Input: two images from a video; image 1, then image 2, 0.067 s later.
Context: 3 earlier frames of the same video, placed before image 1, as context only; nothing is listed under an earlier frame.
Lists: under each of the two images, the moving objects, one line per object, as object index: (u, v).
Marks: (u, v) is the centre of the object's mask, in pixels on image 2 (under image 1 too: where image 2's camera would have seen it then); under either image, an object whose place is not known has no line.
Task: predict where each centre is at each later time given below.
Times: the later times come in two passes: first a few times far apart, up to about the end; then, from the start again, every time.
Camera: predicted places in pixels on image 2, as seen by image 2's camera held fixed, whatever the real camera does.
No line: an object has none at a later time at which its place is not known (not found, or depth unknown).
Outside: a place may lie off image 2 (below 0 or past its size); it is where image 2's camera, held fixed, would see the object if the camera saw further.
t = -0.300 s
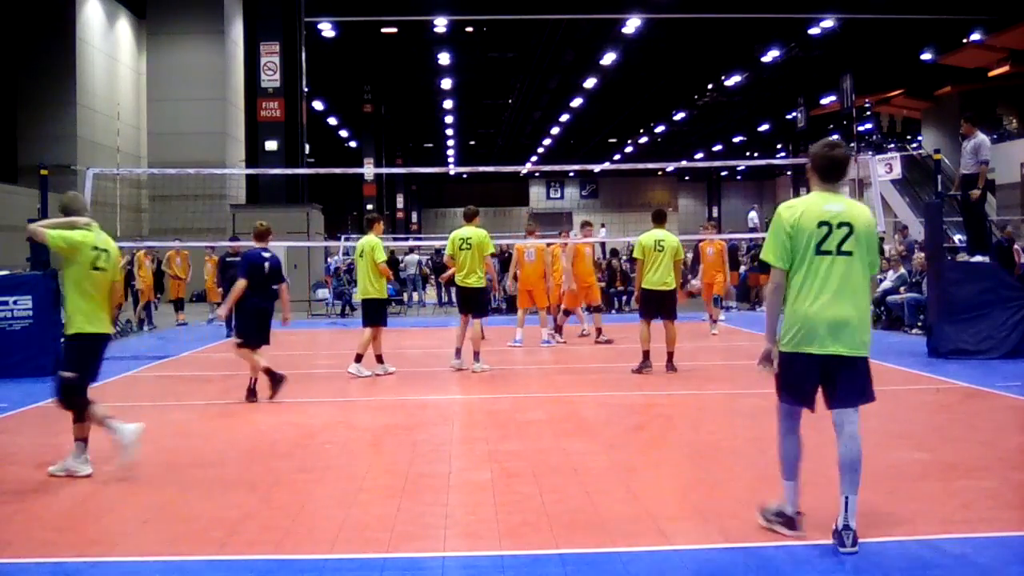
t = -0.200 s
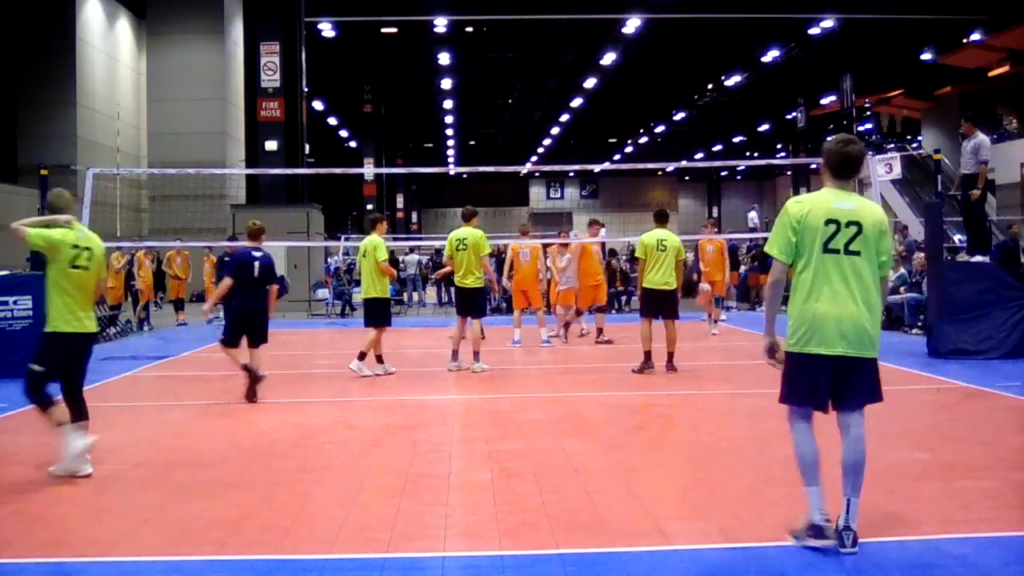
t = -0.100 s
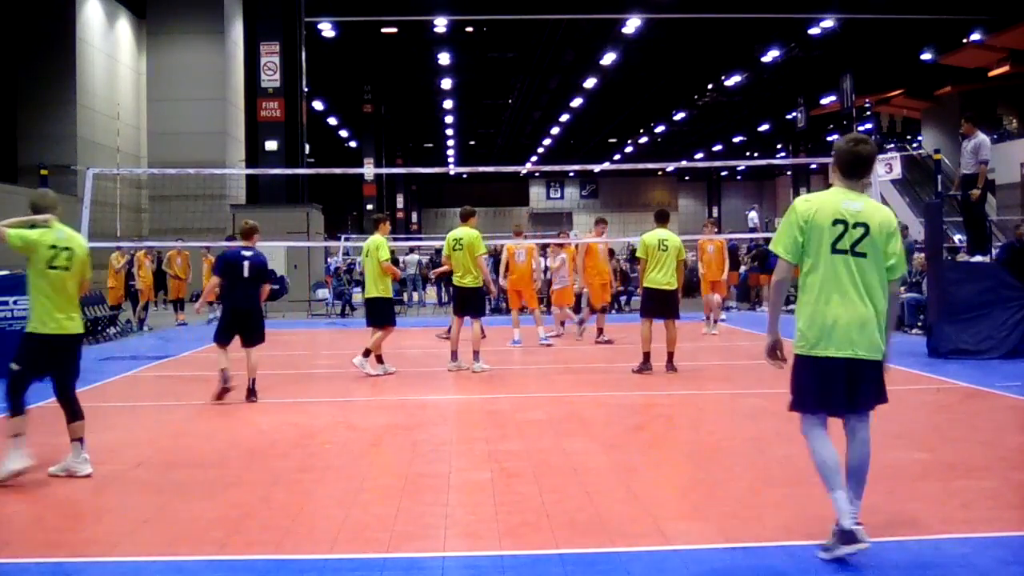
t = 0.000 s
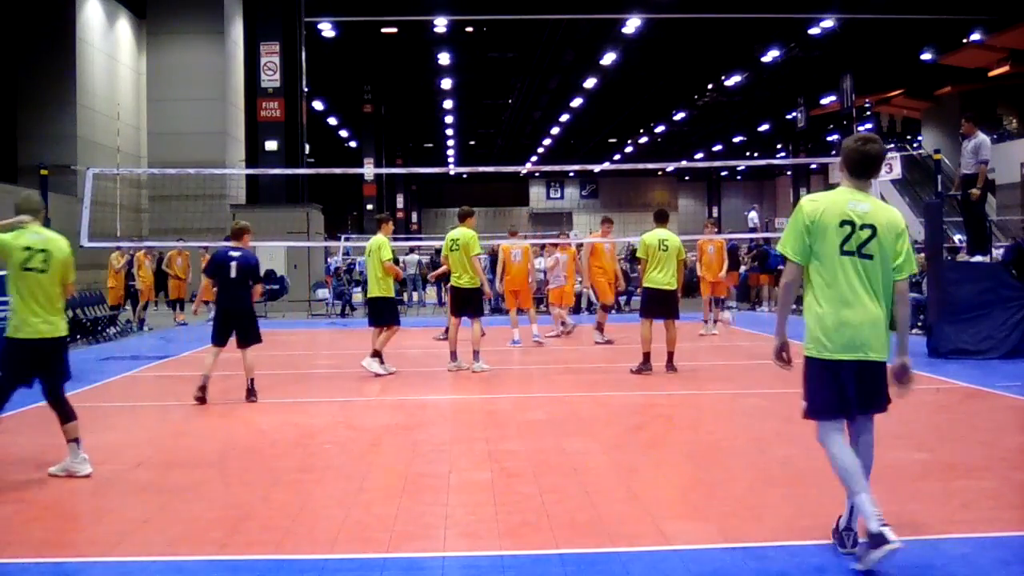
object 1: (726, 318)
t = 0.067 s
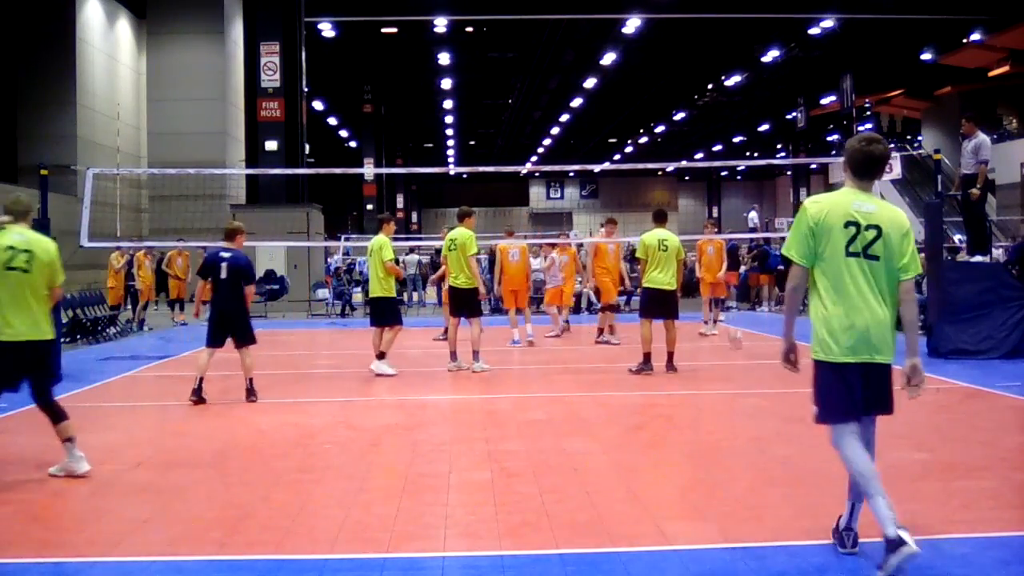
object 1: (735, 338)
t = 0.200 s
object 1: (737, 324)
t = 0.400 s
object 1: (735, 315)
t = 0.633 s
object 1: (733, 346)
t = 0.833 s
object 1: (730, 345)
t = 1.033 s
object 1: (725, 351)
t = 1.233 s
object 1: (722, 380)
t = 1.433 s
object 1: (716, 378)
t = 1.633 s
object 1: (709, 405)
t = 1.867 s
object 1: (698, 432)
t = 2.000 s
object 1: (690, 437)
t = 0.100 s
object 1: (738, 340)
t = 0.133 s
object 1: (738, 334)
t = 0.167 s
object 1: (737, 328)
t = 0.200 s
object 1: (737, 324)
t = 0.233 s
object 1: (737, 320)
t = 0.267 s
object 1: (736, 317)
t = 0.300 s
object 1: (736, 316)
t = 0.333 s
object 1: (736, 315)
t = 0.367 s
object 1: (736, 314)
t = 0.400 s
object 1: (735, 315)
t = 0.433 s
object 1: (735, 316)
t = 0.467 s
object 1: (734, 318)
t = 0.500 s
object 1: (734, 322)
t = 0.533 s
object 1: (734, 326)
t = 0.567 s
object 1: (734, 332)
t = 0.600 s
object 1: (734, 338)
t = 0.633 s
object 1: (733, 346)
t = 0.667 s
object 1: (732, 357)
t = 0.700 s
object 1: (732, 362)
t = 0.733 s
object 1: (732, 356)
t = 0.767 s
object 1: (730, 352)
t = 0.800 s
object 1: (729, 348)
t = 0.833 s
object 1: (730, 345)
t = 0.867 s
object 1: (728, 343)
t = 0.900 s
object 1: (727, 343)
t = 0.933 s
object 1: (727, 343)
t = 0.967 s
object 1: (727, 345)
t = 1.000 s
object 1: (726, 347)
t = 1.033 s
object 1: (725, 351)
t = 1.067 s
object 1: (725, 356)
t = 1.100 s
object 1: (725, 362)
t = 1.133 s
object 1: (724, 370)
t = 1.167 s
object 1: (723, 380)
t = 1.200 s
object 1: (723, 385)
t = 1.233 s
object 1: (722, 380)
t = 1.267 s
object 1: (720, 377)
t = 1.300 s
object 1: (719, 375)
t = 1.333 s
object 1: (719, 374)
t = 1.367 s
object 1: (718, 374)
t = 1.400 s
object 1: (717, 376)
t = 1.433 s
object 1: (716, 378)
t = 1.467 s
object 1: (714, 383)
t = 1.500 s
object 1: (714, 389)
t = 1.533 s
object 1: (713, 397)
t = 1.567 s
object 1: (712, 407)
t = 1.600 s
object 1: (711, 408)
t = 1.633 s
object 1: (709, 405)
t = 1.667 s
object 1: (708, 404)
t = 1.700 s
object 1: (706, 405)
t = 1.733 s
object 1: (705, 406)
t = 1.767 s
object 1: (703, 409)
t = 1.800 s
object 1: (702, 415)
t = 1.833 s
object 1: (700, 422)
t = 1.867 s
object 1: (698, 432)
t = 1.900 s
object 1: (696, 436)
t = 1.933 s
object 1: (694, 435)
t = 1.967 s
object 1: (692, 435)
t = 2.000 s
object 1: (690, 437)
